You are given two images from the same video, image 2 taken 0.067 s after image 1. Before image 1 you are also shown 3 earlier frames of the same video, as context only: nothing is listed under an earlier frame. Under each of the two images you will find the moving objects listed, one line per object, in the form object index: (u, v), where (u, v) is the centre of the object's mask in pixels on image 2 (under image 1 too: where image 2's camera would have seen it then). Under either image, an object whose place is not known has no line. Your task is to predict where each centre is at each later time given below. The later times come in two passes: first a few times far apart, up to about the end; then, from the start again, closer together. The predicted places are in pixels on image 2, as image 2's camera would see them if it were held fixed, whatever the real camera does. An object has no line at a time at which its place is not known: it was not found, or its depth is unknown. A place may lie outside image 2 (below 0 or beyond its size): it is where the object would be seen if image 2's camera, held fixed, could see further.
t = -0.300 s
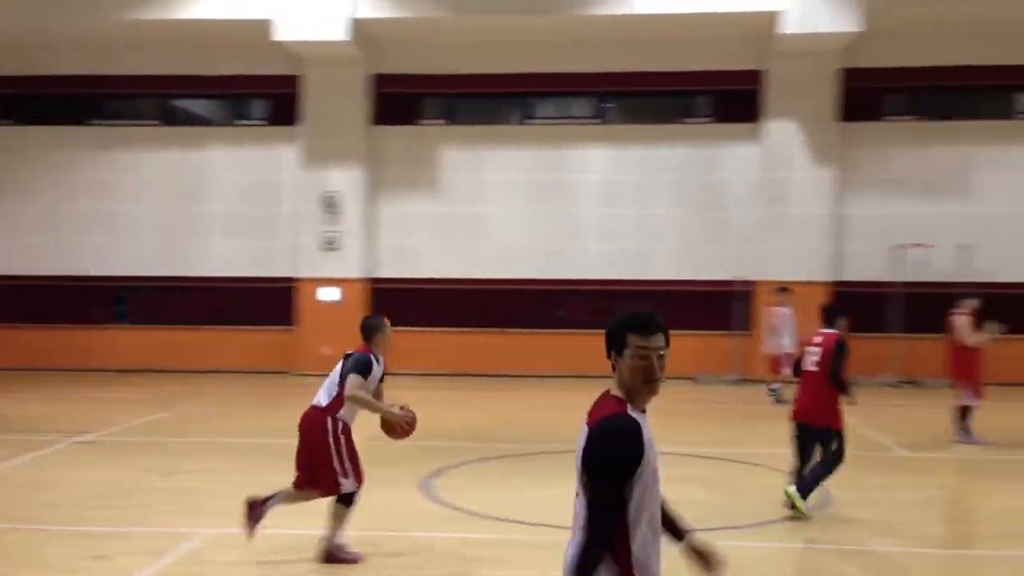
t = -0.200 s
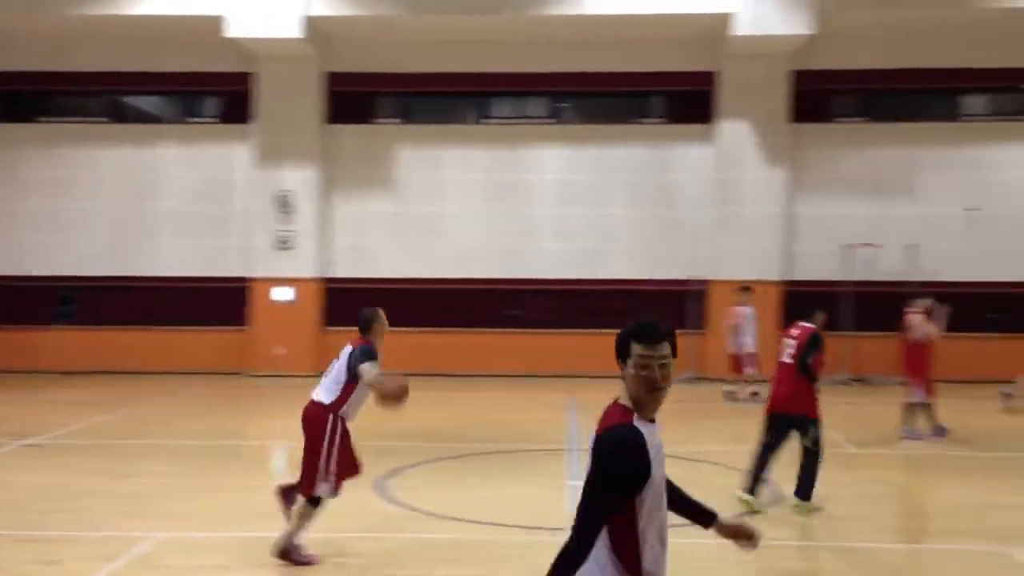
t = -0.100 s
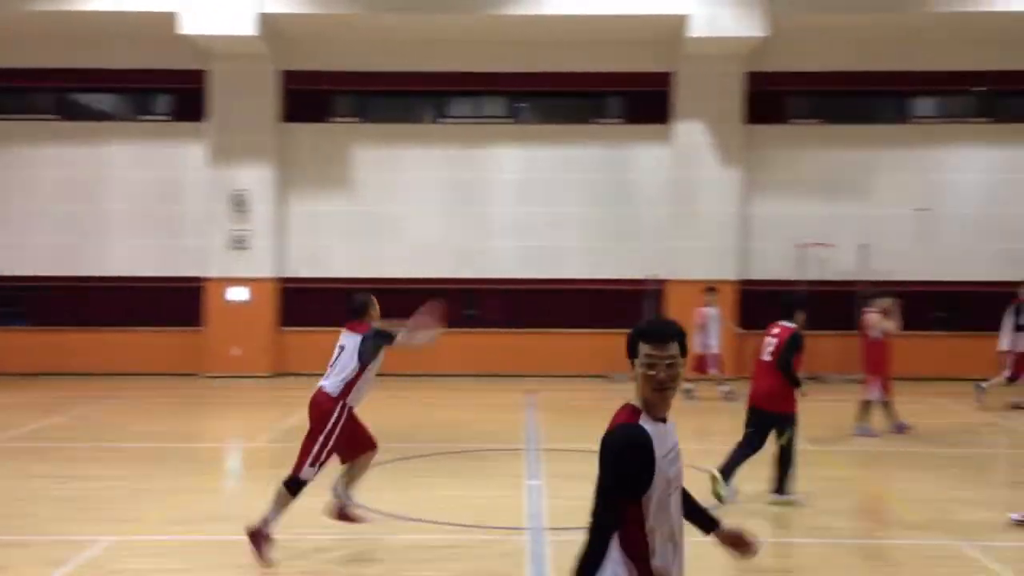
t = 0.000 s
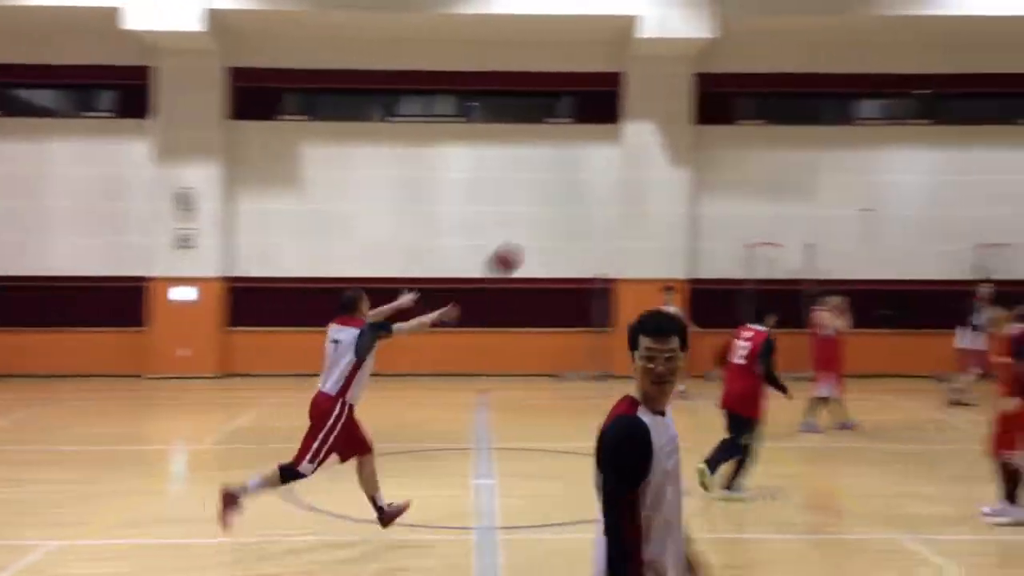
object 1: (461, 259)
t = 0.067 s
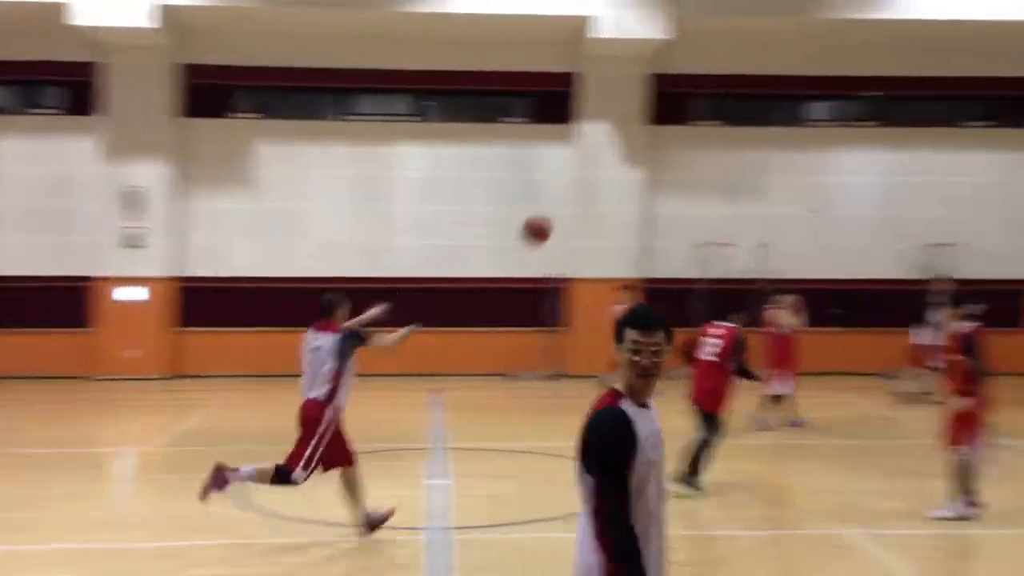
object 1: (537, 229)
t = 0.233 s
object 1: (698, 183)
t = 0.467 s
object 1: (870, 168)
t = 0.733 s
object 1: (1014, 205)
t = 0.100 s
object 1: (572, 217)
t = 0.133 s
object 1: (605, 206)
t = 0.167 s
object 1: (638, 197)
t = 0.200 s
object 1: (669, 189)
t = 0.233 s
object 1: (698, 183)
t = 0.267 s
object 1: (726, 177)
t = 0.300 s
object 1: (752, 173)
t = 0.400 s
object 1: (825, 167)
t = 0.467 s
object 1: (870, 168)
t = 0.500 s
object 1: (890, 170)
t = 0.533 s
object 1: (910, 173)
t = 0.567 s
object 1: (929, 176)
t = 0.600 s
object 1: (947, 181)
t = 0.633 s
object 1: (964, 186)
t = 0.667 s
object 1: (981, 191)
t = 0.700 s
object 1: (998, 198)
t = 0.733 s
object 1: (1014, 205)
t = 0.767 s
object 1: (1029, 213)
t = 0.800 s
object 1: (1045, 221)
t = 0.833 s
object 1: (1059, 230)
